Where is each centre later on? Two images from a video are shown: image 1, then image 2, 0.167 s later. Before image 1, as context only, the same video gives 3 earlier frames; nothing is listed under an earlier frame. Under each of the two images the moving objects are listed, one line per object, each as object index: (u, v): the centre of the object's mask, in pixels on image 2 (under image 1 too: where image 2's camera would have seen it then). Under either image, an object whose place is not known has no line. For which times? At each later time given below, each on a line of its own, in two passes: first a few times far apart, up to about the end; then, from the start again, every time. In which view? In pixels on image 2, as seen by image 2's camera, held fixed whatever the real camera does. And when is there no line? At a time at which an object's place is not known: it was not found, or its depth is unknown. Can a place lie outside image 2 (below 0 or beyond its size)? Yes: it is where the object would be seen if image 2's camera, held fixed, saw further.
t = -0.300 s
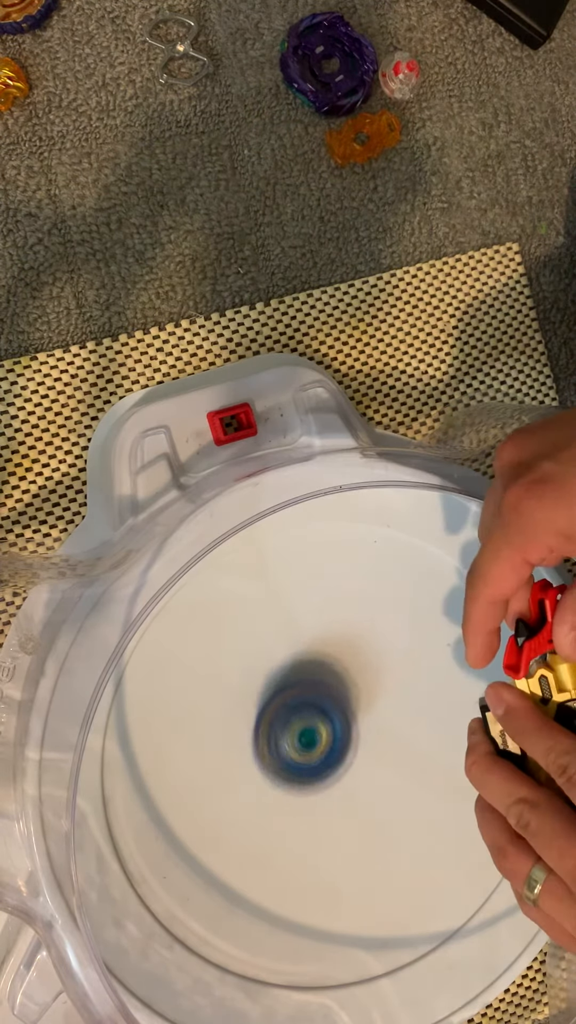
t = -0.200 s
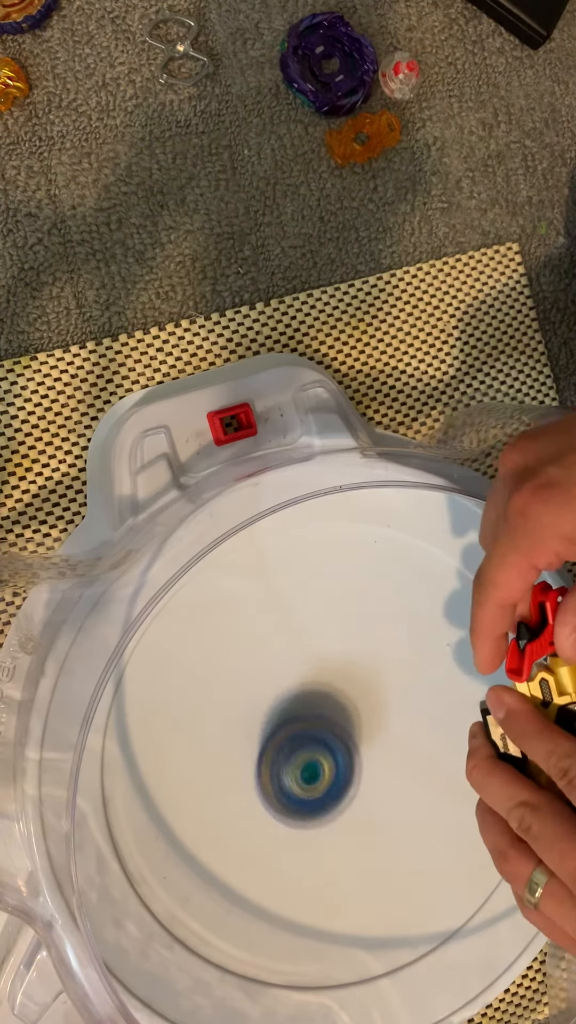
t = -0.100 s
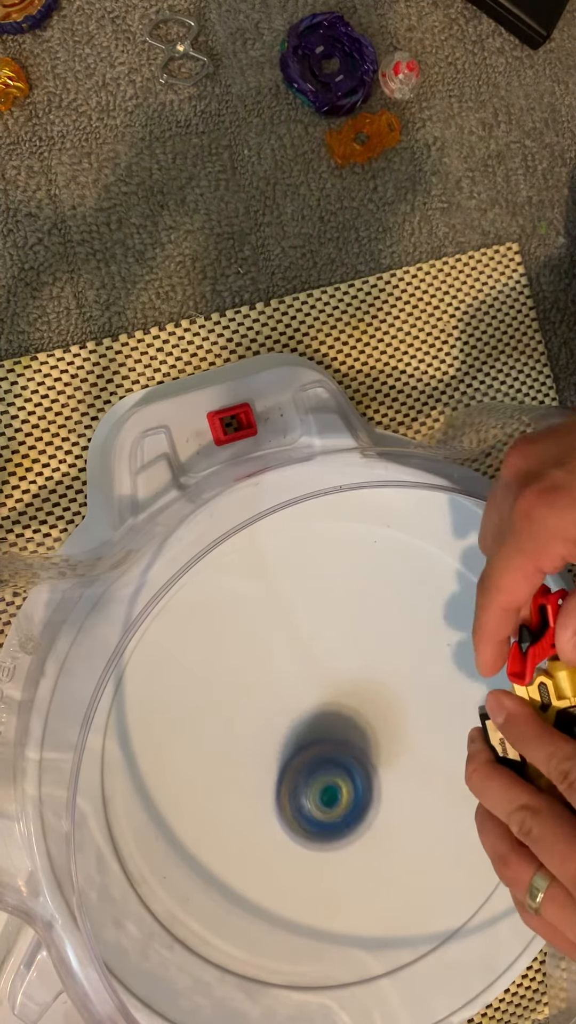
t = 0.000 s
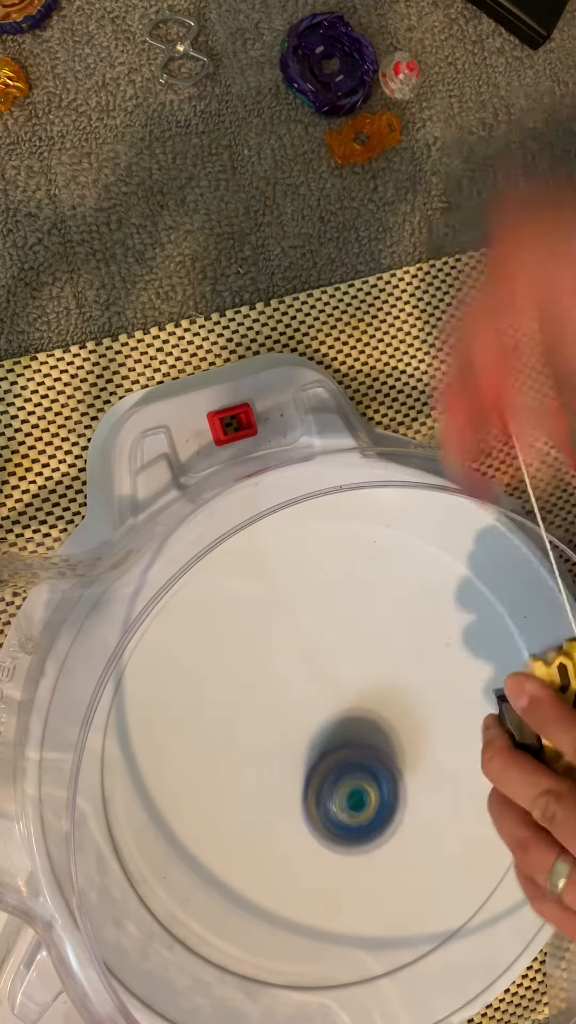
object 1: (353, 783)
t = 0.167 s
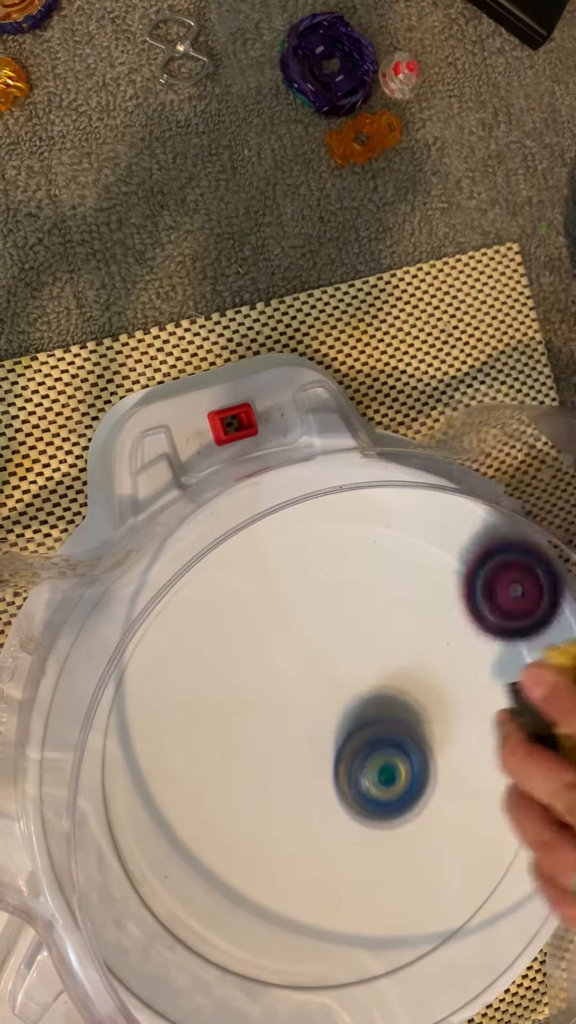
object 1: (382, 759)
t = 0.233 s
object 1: (384, 742)
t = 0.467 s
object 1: (332, 778)
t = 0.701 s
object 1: (301, 927)
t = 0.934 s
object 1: (451, 858)
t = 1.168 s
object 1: (514, 766)
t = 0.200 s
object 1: (386, 751)
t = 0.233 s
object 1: (384, 742)
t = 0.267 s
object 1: (381, 734)
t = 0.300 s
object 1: (378, 726)
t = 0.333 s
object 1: (373, 721)
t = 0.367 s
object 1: (367, 717)
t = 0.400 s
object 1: (358, 716)
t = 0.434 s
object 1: (349, 724)
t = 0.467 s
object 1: (332, 778)
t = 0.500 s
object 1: (310, 837)
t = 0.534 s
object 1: (294, 891)
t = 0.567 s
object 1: (283, 937)
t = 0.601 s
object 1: (281, 956)
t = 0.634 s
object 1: (285, 950)
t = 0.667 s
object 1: (291, 942)
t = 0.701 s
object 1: (301, 927)
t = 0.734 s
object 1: (310, 910)
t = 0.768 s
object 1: (319, 891)
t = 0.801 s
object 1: (328, 872)
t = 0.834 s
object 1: (336, 852)
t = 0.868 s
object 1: (375, 856)
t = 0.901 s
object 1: (414, 859)
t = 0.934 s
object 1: (451, 858)
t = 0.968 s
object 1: (478, 852)
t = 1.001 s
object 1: (503, 842)
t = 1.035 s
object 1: (521, 830)
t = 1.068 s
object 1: (528, 814)
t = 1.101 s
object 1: (527, 797)
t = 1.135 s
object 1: (523, 781)
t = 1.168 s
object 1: (514, 766)
